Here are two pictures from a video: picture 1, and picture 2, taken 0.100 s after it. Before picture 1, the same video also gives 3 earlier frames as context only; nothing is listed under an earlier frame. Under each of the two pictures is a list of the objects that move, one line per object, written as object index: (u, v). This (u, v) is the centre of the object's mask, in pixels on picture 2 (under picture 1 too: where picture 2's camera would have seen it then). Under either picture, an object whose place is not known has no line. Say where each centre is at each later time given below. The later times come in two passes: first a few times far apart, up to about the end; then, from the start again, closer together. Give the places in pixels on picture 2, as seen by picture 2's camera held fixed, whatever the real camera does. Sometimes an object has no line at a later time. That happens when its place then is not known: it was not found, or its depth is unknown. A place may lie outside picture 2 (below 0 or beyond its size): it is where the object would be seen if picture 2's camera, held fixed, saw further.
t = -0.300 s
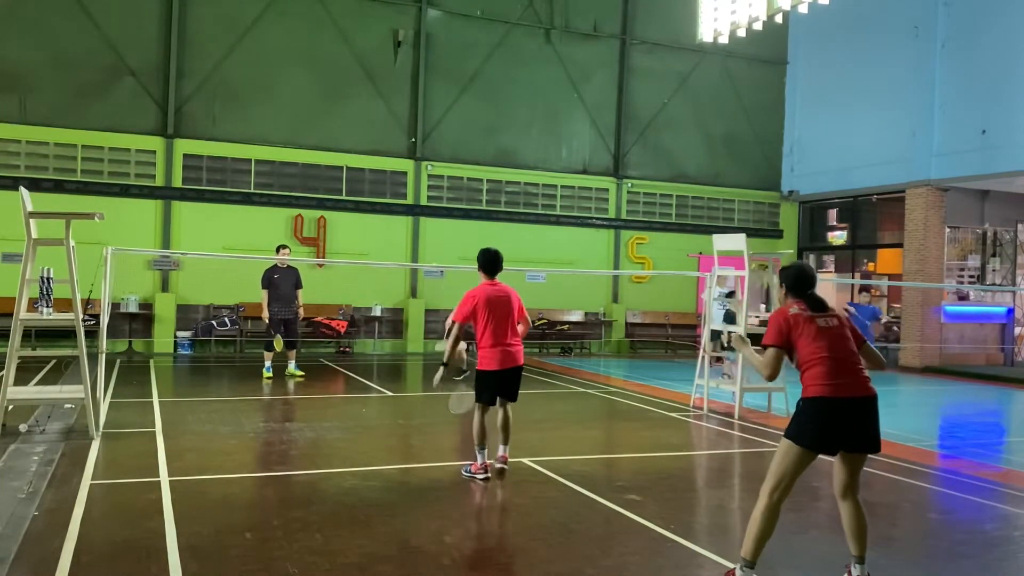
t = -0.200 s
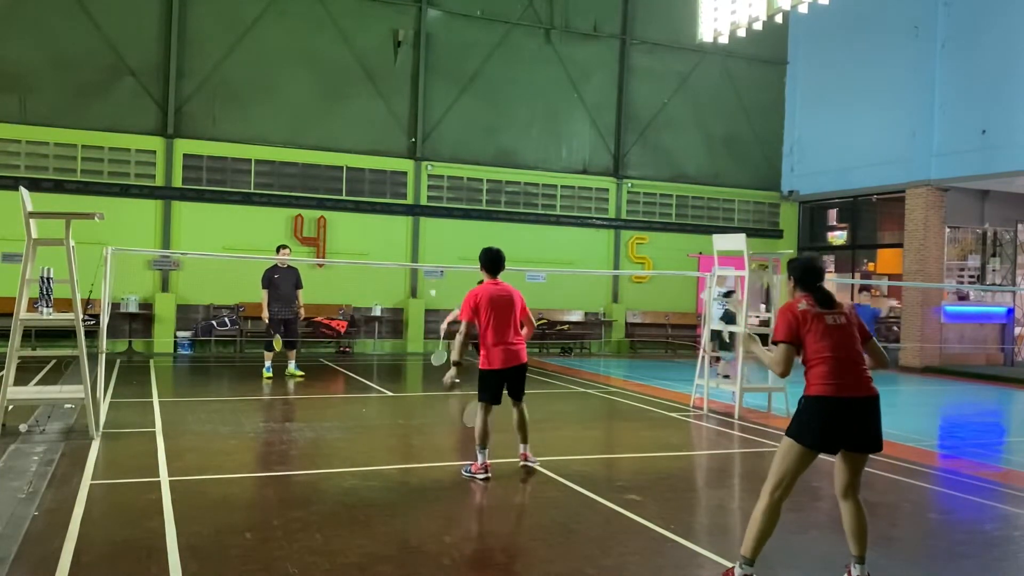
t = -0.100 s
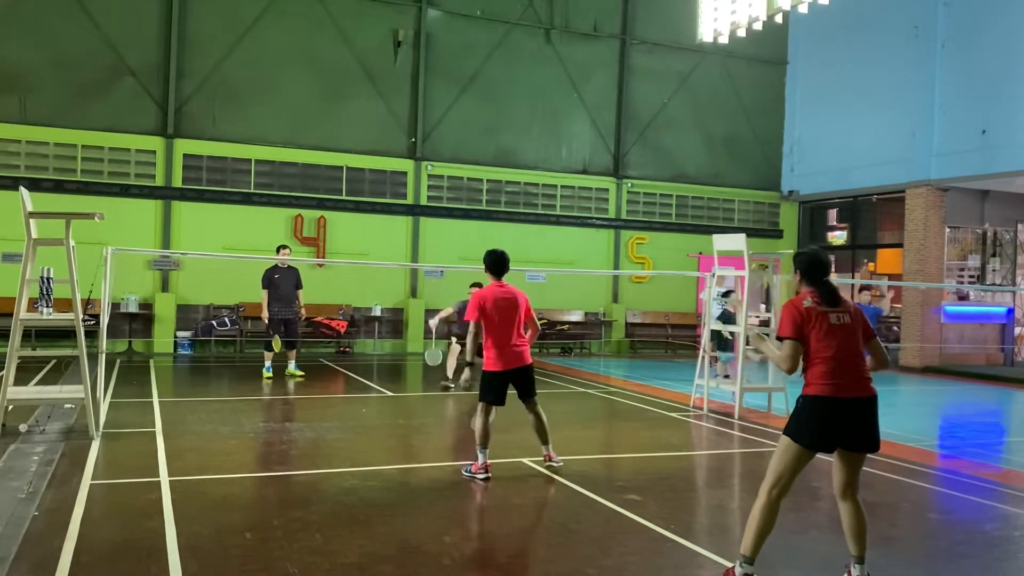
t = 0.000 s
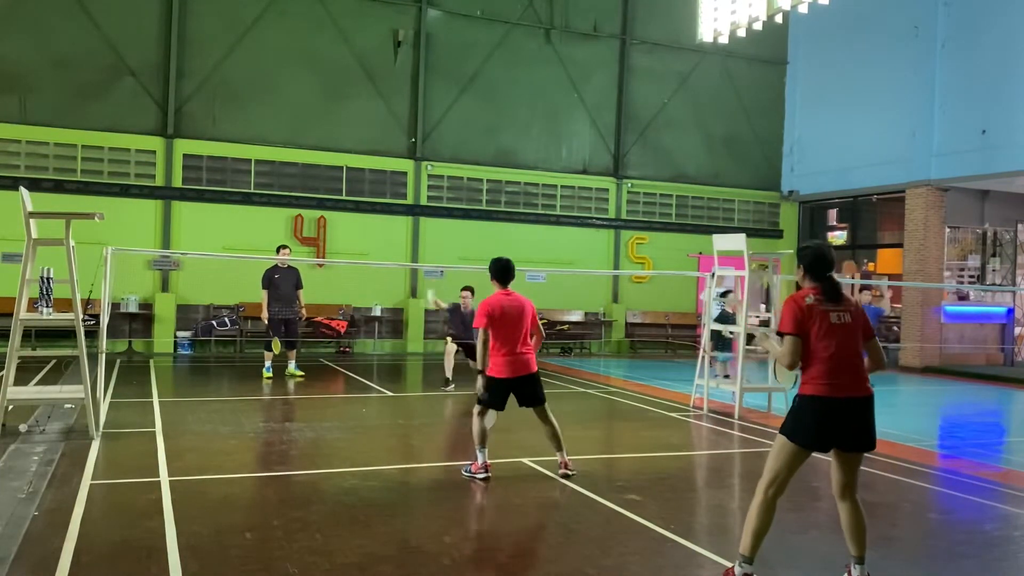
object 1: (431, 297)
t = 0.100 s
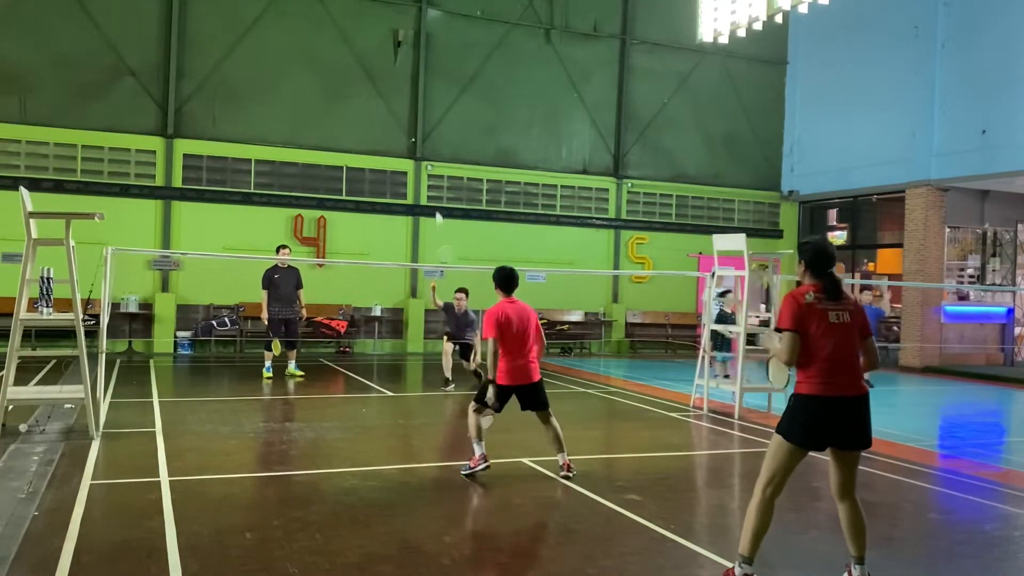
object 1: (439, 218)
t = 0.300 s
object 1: (441, 112)
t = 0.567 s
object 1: (444, 40)
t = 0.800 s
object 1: (443, 37)
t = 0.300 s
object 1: (441, 112)
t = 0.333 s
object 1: (442, 99)
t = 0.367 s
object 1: (442, 87)
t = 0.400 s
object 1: (443, 76)
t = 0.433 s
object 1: (443, 67)
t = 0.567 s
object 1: (444, 40)
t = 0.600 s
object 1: (444, 36)
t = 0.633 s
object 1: (444, 33)
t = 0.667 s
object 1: (444, 32)
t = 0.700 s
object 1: (444, 31)
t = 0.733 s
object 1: (444, 31)
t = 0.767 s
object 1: (444, 33)
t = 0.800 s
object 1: (443, 37)
